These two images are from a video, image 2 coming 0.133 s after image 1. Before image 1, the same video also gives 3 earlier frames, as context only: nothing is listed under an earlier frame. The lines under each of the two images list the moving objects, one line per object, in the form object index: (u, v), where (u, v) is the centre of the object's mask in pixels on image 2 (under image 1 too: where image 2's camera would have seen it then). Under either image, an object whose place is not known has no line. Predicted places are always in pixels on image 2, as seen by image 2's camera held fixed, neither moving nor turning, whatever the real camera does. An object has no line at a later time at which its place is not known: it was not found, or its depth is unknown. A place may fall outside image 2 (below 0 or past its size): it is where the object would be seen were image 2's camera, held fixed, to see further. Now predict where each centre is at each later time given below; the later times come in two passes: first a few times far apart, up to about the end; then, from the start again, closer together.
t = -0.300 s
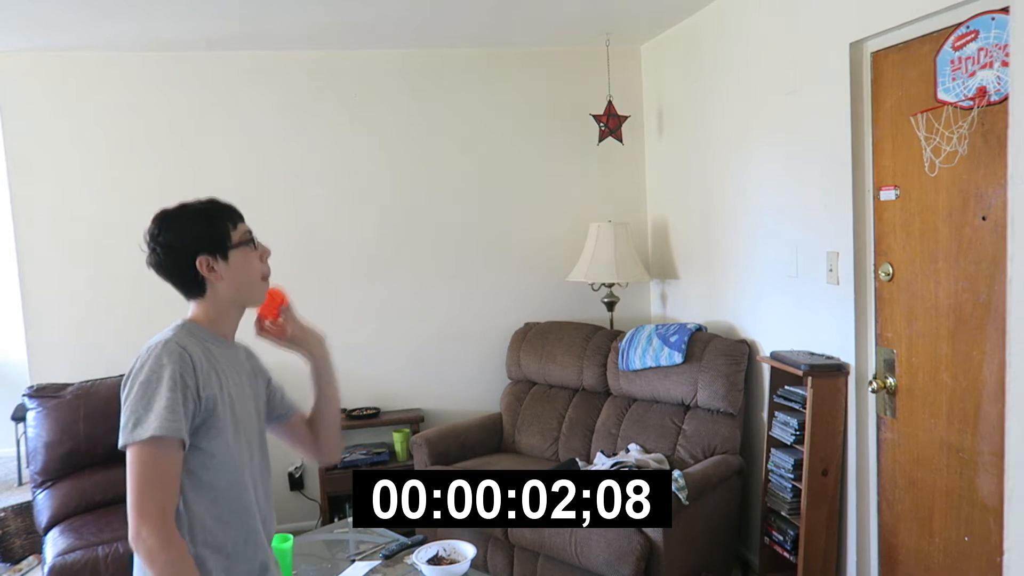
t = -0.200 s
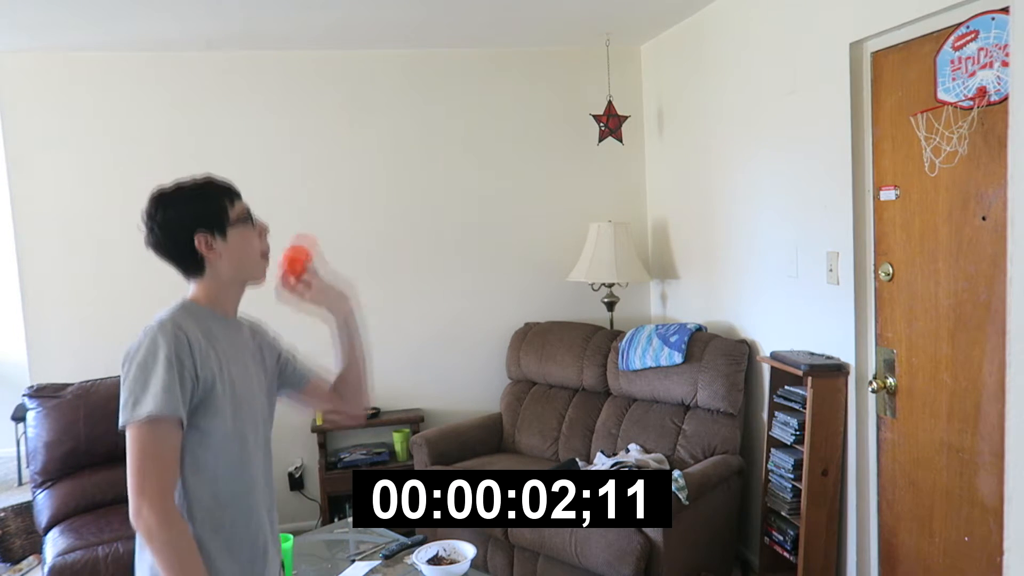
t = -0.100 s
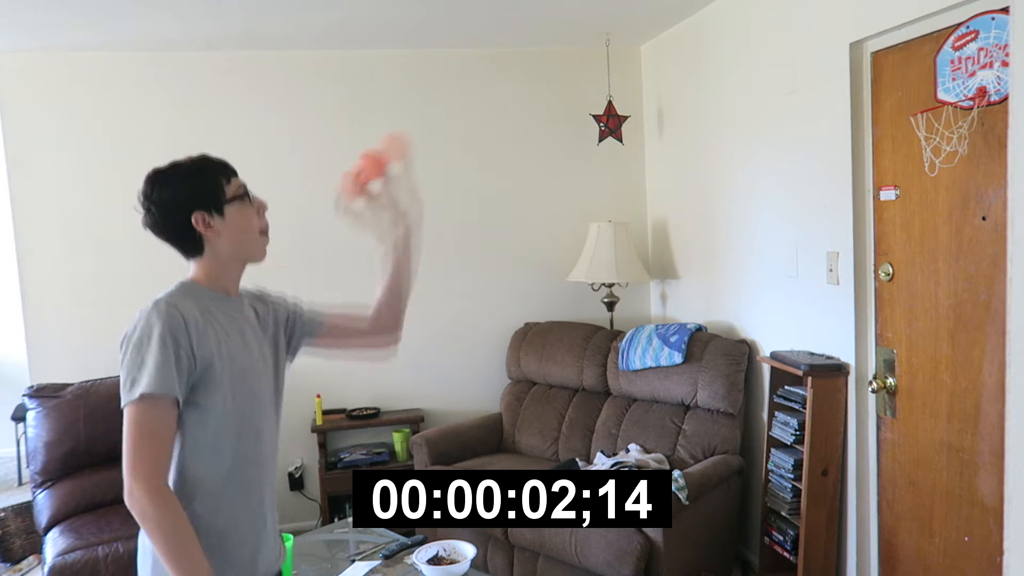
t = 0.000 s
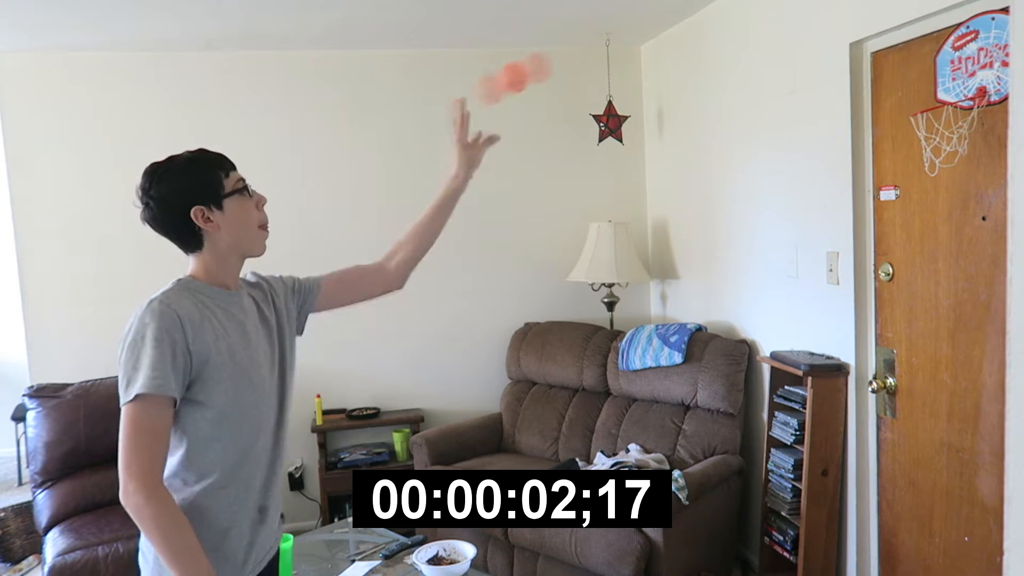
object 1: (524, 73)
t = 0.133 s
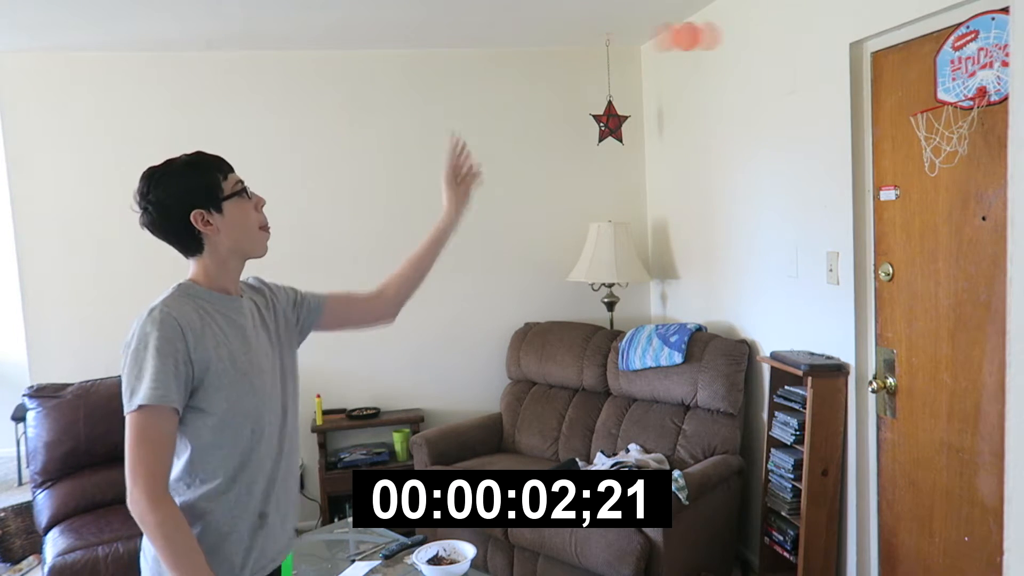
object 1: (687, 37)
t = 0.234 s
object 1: (803, 53)
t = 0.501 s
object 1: (859, 120)
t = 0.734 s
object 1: (751, 232)
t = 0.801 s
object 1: (724, 296)
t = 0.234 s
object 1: (803, 53)
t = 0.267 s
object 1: (837, 67)
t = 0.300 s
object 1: (875, 86)
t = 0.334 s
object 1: (907, 108)
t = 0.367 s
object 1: (916, 128)
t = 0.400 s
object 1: (912, 129)
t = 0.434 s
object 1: (893, 122)
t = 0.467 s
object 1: (875, 119)
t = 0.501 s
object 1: (859, 120)
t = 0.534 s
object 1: (844, 124)
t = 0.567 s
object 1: (829, 131)
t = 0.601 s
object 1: (813, 143)
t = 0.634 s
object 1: (797, 159)
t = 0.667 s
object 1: (780, 180)
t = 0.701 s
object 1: (765, 205)
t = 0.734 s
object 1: (751, 232)
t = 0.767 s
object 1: (737, 263)
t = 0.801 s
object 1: (724, 296)
